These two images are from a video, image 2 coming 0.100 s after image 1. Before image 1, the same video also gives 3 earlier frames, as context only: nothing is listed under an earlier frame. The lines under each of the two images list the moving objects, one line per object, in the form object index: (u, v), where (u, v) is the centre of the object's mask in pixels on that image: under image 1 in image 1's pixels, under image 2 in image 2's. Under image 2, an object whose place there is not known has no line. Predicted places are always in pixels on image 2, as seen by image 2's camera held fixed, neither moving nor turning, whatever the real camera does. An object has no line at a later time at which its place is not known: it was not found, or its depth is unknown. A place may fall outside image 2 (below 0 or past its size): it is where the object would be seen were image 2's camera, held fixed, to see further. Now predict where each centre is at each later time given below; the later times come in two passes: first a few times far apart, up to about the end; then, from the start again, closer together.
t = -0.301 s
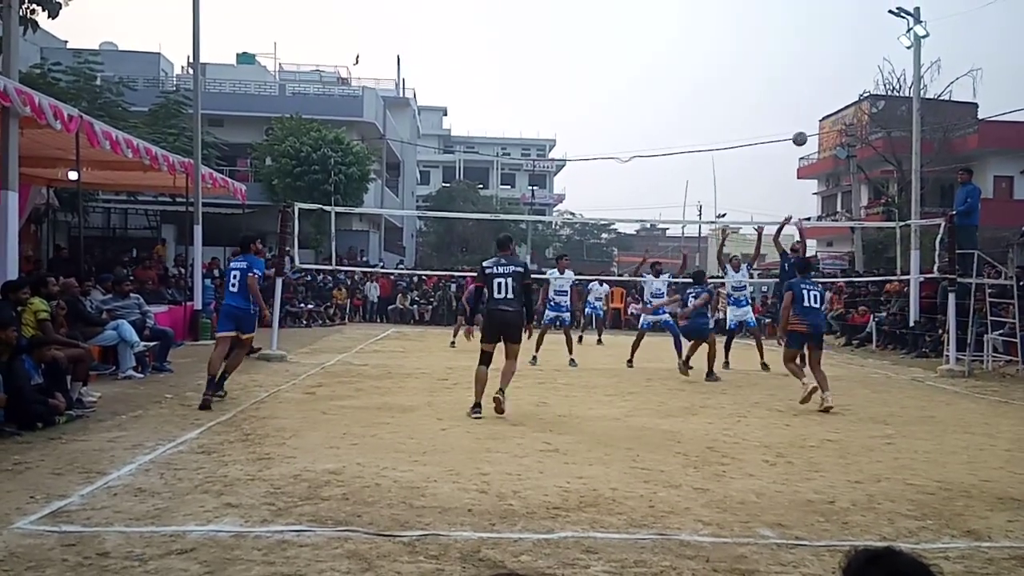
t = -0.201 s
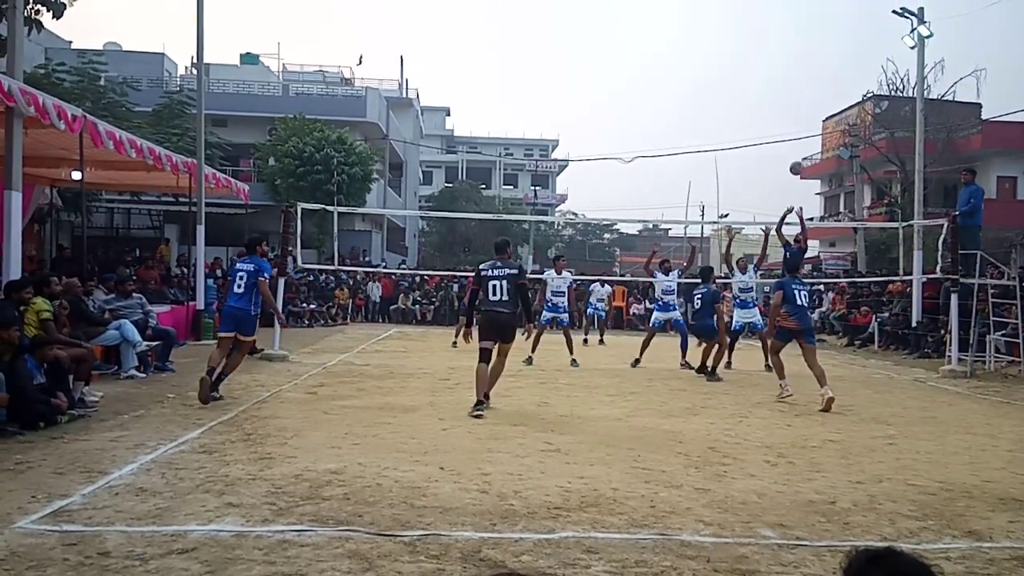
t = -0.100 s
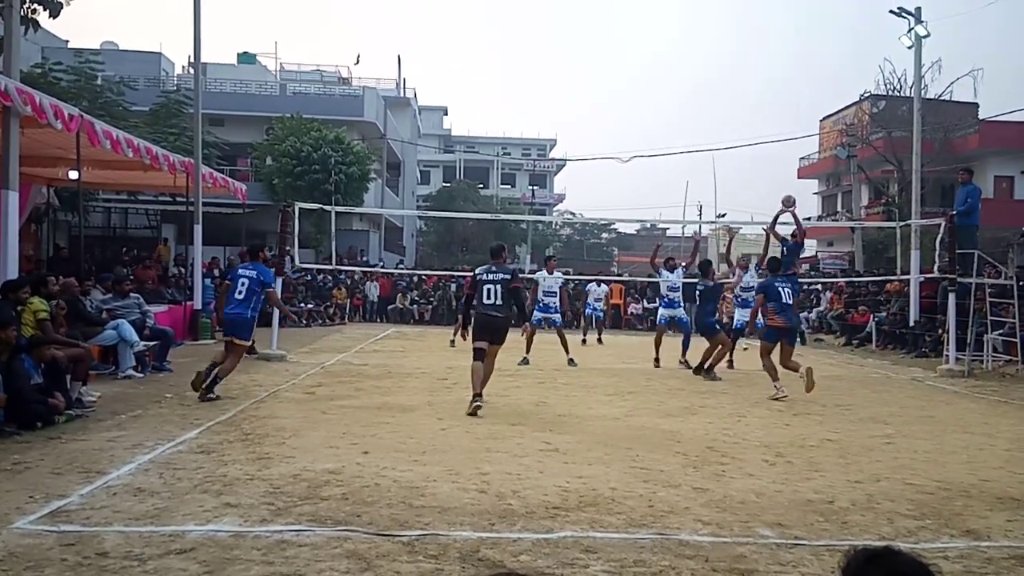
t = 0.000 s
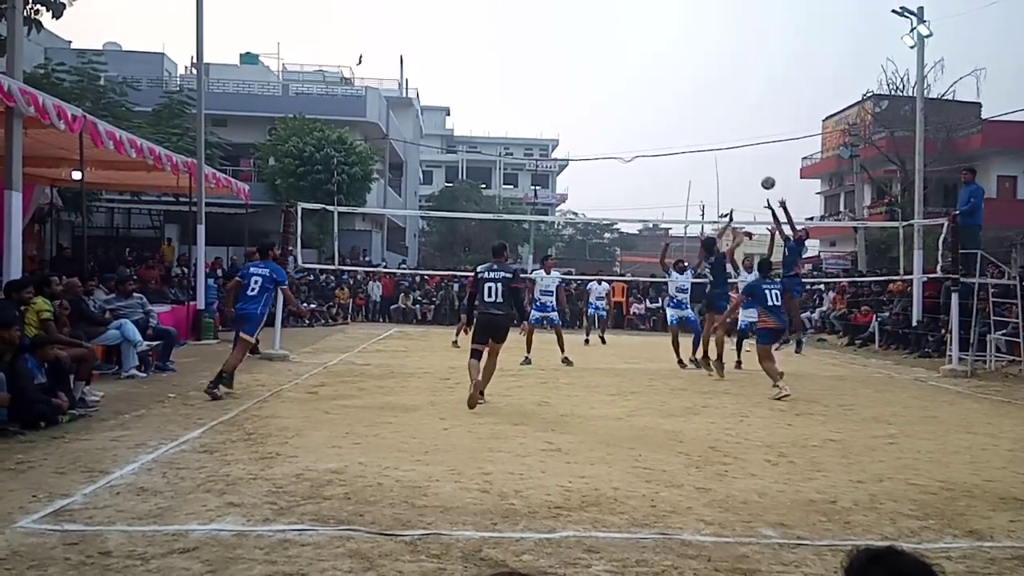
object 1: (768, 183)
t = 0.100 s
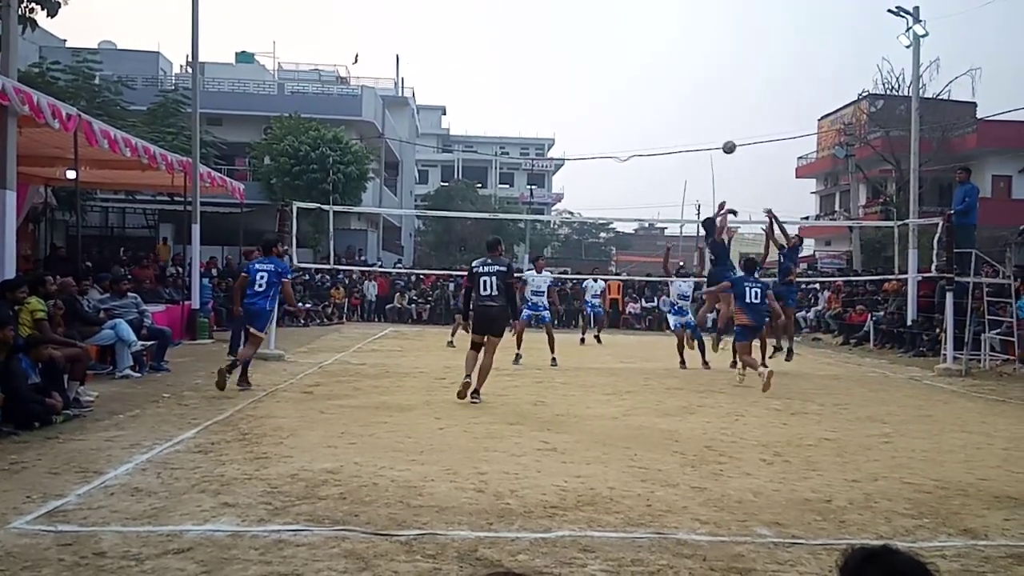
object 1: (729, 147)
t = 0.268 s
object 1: (670, 103)
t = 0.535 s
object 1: (580, 67)
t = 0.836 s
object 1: (480, 83)
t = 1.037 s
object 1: (414, 127)
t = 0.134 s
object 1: (717, 137)
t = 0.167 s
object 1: (705, 128)
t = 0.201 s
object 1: (694, 119)
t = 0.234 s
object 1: (682, 111)
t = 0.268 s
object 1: (670, 103)
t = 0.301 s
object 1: (659, 97)
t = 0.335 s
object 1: (648, 90)
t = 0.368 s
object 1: (637, 85)
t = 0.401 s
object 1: (626, 80)
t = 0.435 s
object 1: (614, 76)
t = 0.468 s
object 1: (603, 72)
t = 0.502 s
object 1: (592, 70)
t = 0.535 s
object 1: (580, 67)
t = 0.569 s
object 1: (569, 66)
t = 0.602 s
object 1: (558, 66)
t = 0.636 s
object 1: (547, 66)
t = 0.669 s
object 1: (535, 67)
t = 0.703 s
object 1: (524, 69)
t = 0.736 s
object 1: (513, 71)
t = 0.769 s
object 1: (501, 74)
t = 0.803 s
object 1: (490, 78)
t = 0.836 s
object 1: (480, 83)
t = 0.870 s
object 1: (469, 88)
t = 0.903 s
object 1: (458, 95)
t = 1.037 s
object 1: (414, 127)
